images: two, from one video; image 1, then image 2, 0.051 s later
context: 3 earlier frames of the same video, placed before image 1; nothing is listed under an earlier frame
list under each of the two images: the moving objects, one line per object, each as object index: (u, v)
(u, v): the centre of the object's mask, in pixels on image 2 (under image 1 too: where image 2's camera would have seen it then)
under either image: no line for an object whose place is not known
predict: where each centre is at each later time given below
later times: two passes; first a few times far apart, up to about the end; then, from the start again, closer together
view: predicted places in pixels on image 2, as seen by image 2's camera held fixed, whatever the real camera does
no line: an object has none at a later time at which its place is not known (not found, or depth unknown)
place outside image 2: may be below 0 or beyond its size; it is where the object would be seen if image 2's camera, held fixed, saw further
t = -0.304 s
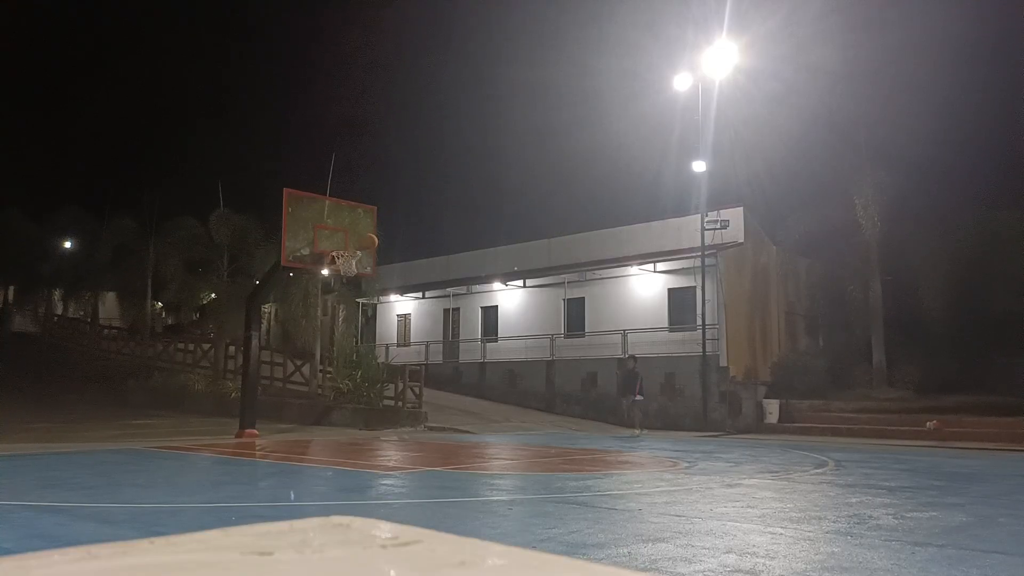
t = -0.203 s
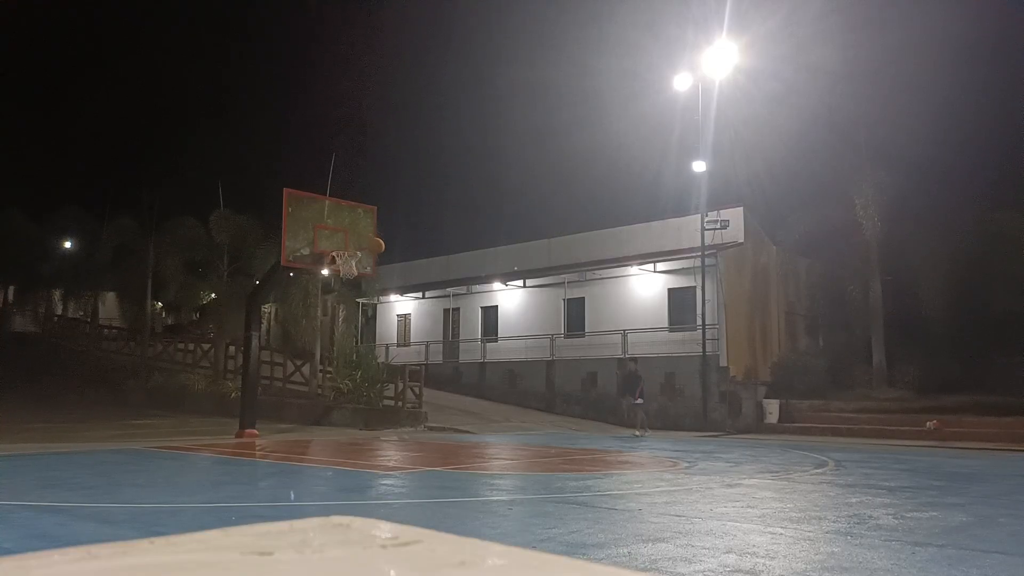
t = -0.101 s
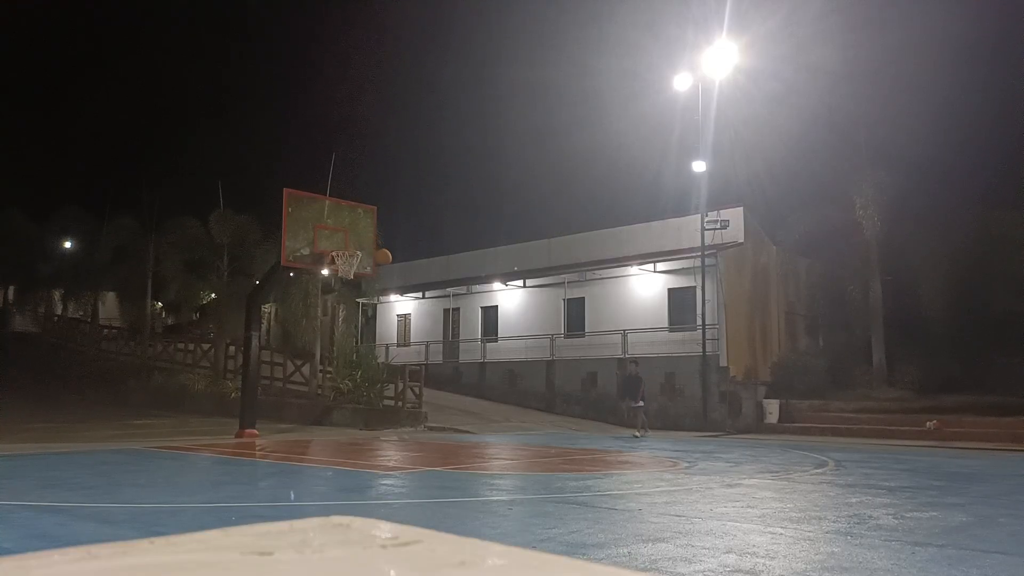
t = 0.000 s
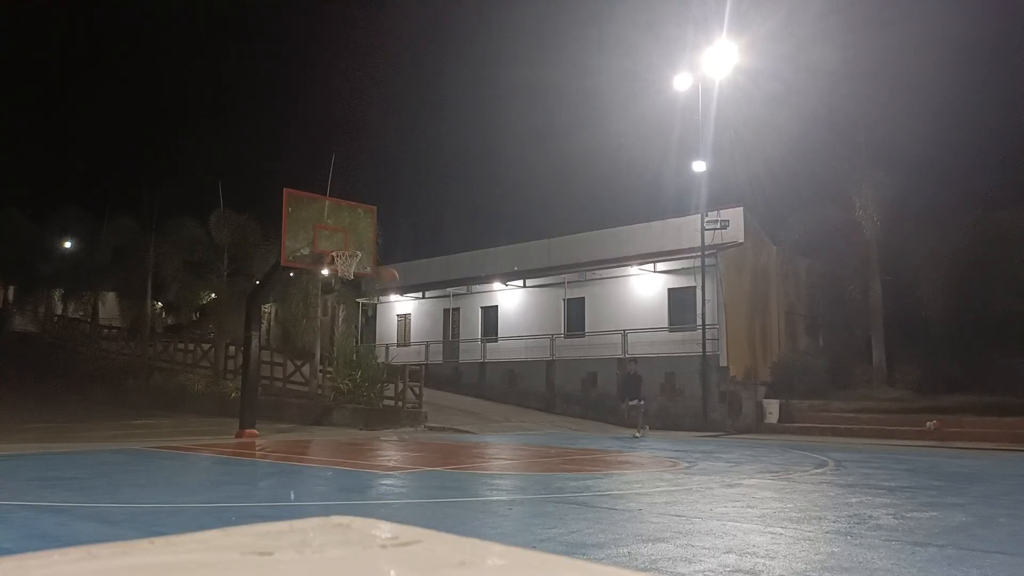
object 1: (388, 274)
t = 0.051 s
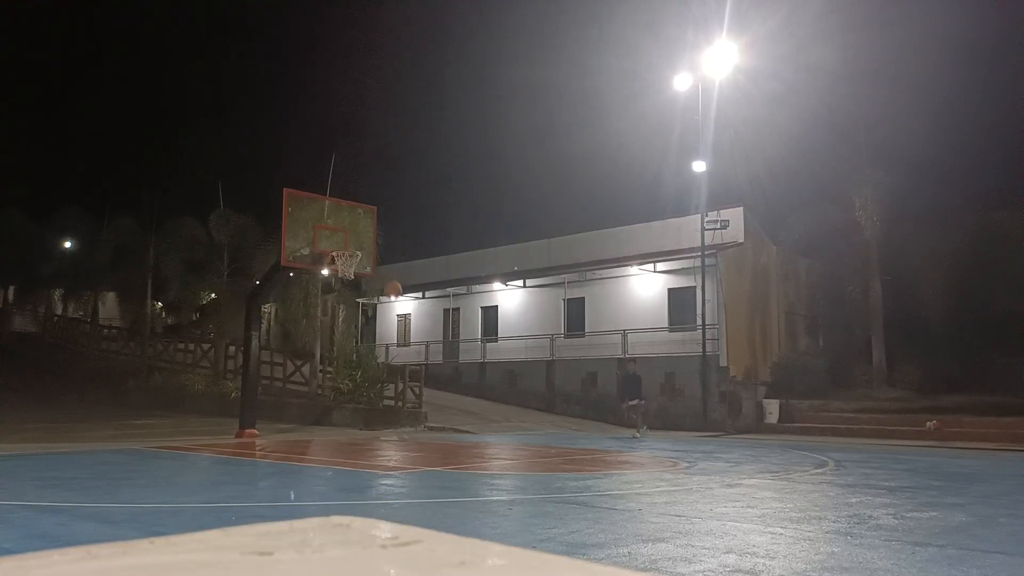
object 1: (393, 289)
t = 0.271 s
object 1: (408, 377)
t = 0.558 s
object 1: (426, 386)
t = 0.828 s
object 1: (444, 303)
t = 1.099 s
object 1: (463, 280)
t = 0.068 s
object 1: (393, 294)
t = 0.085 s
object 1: (395, 299)
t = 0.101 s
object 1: (396, 306)
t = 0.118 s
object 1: (397, 312)
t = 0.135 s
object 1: (399, 318)
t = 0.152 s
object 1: (400, 325)
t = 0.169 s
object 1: (401, 333)
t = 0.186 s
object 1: (402, 339)
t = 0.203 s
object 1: (403, 344)
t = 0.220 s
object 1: (403, 352)
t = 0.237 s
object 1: (404, 361)
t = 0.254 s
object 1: (406, 371)
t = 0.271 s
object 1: (408, 377)
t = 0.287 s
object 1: (409, 386)
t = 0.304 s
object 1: (410, 395)
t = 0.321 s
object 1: (412, 406)
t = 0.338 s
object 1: (413, 415)
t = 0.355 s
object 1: (414, 426)
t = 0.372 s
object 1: (415, 436)
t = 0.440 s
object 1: (419, 439)
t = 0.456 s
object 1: (420, 431)
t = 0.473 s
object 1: (421, 423)
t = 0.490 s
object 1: (422, 417)
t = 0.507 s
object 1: (423, 408)
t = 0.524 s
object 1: (424, 401)
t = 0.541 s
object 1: (425, 393)
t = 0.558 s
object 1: (426, 386)
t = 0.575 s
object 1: (428, 379)
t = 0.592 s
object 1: (428, 374)
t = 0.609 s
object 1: (429, 369)
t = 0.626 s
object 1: (431, 362)
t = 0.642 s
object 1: (432, 356)
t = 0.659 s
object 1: (433, 349)
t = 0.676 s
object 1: (434, 343)
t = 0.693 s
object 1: (435, 338)
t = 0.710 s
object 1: (437, 333)
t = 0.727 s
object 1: (437, 328)
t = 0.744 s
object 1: (438, 324)
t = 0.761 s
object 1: (439, 319)
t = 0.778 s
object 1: (440, 315)
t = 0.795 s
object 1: (441, 311)
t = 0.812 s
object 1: (443, 307)
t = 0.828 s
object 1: (444, 303)
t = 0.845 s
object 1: (445, 300)
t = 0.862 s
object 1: (446, 296)
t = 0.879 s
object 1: (448, 293)
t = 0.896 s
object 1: (449, 291)
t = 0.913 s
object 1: (450, 289)
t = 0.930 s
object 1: (451, 286)
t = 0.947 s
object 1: (452, 285)
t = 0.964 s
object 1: (454, 283)
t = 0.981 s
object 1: (454, 282)
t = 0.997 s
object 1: (456, 281)
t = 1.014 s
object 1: (457, 280)
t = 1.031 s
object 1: (458, 280)
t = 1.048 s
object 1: (459, 280)
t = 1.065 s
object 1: (460, 279)
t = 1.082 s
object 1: (461, 279)
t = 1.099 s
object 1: (463, 280)
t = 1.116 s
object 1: (464, 281)
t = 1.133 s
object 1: (465, 281)
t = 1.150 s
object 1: (466, 283)
